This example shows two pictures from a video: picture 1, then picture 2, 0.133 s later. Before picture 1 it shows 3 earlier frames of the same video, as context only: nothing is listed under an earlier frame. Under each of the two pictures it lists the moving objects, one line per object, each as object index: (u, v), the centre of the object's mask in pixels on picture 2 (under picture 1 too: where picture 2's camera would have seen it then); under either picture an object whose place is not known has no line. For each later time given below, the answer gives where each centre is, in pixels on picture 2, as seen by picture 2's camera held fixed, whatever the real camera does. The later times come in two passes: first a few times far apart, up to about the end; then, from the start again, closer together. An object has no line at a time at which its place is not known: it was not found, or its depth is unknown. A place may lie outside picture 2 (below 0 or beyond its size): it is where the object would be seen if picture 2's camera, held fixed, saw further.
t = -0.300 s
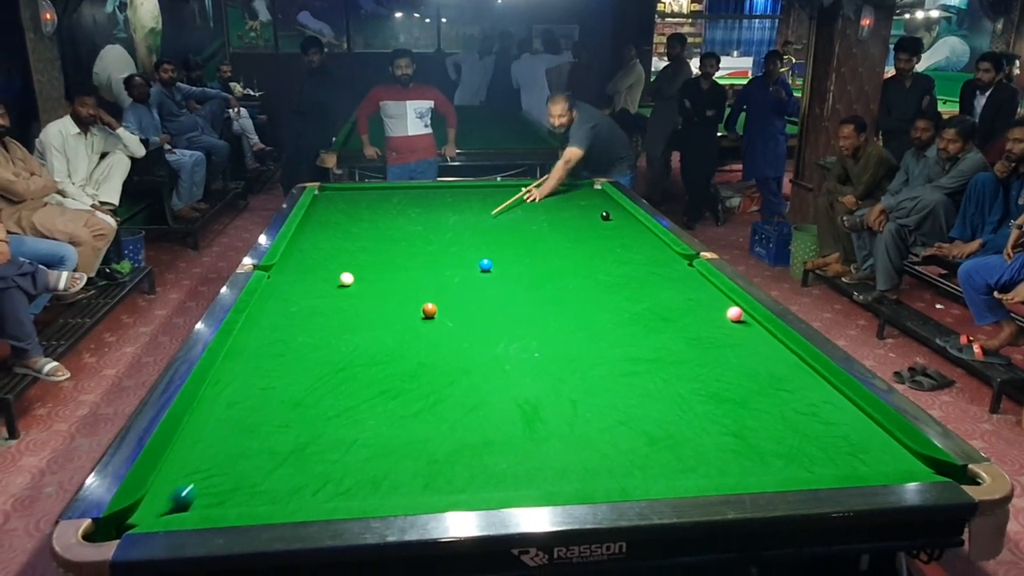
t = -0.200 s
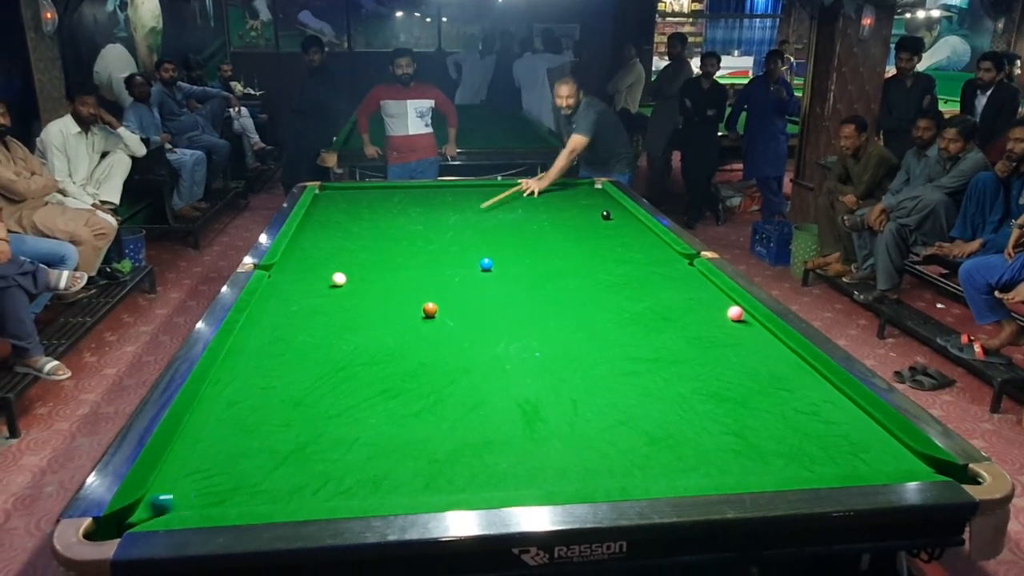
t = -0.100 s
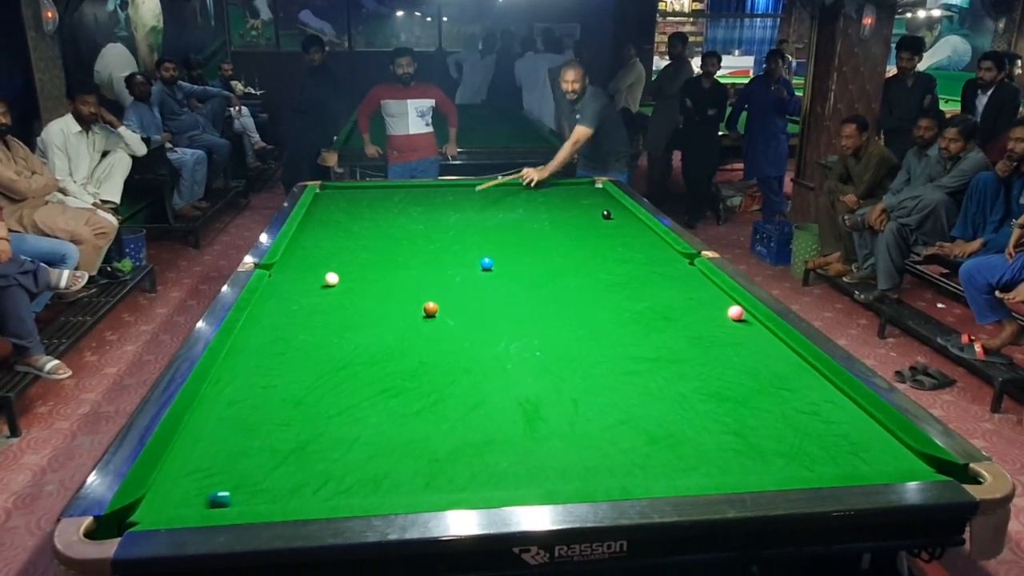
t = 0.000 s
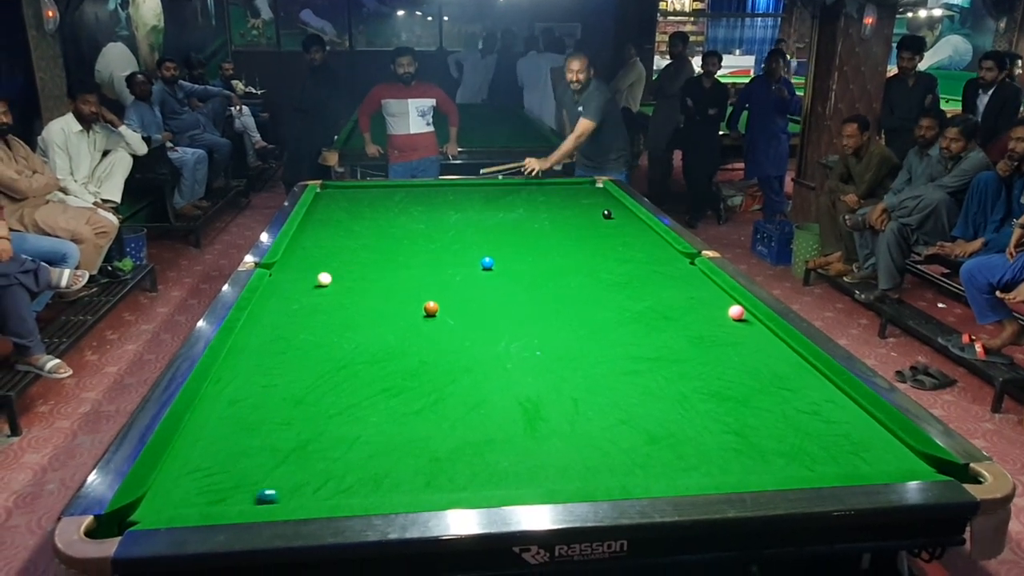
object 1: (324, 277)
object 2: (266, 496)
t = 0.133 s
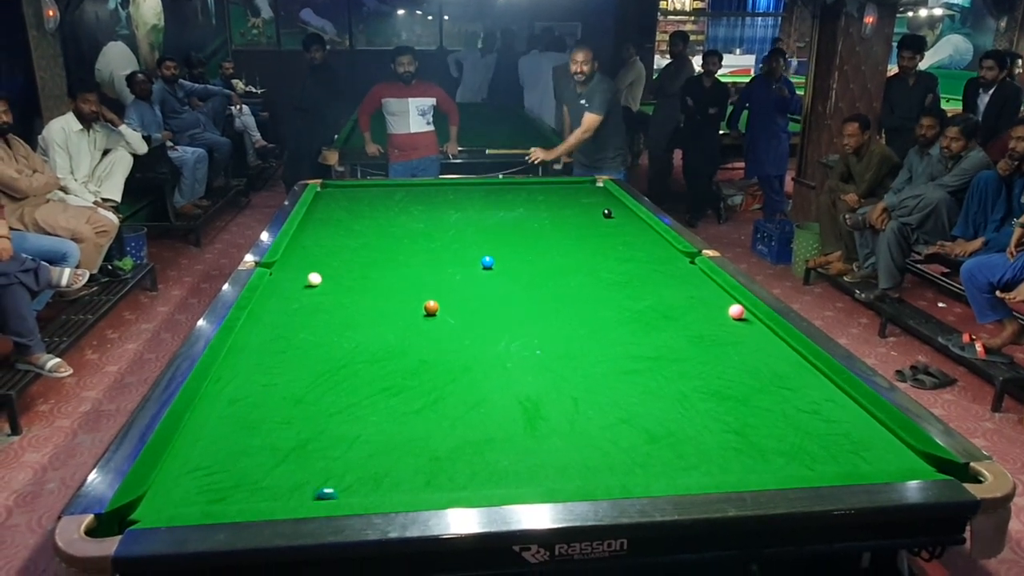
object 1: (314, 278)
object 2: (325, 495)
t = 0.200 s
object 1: (309, 279)
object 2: (353, 493)
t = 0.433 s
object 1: (293, 280)
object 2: (447, 486)
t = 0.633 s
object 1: (280, 281)
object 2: (522, 480)
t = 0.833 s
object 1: (275, 282)
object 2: (594, 475)
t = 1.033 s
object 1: (281, 282)
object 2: (662, 471)
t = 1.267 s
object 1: (287, 283)
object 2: (736, 465)
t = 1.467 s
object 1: (292, 283)
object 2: (797, 461)
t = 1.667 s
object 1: (296, 283)
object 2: (855, 456)
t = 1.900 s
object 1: (299, 283)
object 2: (900, 453)
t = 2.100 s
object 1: (301, 283)
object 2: (870, 457)
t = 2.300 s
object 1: (302, 283)
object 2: (842, 461)
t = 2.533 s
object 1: (303, 284)
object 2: (810, 464)
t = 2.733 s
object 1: (302, 283)
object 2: (783, 467)
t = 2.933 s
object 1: (302, 283)
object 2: (757, 470)
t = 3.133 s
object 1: (302, 283)
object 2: (733, 471)
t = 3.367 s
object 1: (302, 283)
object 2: (706, 472)
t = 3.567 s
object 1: (302, 283)
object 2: (685, 472)
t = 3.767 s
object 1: (302, 283)
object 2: (665, 473)
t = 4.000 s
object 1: (302, 283)
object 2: (644, 473)
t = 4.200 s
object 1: (302, 284)
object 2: (628, 474)
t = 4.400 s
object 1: (302, 284)
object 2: (613, 474)
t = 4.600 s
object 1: (302, 284)
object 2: (600, 475)
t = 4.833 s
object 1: (302, 284)
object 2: (587, 476)
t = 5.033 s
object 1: (302, 283)
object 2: (577, 477)
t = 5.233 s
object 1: (302, 284)
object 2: (569, 477)
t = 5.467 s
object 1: (302, 284)
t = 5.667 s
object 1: (302, 284)
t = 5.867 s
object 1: (302, 283)
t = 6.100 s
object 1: (302, 283)
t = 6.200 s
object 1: (302, 284)
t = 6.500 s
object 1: (302, 284)
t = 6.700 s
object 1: (302, 284)
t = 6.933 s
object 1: (302, 283)
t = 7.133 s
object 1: (302, 283)
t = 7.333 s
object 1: (302, 283)
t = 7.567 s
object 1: (302, 284)
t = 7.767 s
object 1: (302, 284)
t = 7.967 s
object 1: (302, 284)
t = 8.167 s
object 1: (302, 284)
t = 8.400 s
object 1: (302, 284)
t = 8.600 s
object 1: (302, 284)
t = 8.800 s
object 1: (302, 283)
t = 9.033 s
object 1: (302, 284)
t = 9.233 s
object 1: (302, 284)
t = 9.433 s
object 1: (302, 284)
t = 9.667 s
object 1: (302, 284)
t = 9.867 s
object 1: (302, 283)
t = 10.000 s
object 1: (302, 284)
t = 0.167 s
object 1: (312, 279)
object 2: (339, 494)
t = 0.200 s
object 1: (309, 279)
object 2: (353, 493)
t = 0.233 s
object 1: (307, 279)
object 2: (367, 492)
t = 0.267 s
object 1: (305, 279)
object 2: (381, 491)
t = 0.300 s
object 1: (302, 279)
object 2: (395, 490)
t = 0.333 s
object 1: (300, 280)
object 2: (408, 489)
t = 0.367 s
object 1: (298, 280)
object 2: (420, 488)
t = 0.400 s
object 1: (295, 280)
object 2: (434, 487)
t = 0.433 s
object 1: (293, 280)
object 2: (447, 486)
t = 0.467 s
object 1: (291, 280)
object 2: (460, 485)
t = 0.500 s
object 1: (288, 281)
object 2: (472, 484)
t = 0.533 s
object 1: (286, 281)
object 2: (485, 483)
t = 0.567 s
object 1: (284, 281)
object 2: (498, 482)
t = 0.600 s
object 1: (282, 281)
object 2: (510, 481)
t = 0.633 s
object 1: (280, 281)
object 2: (522, 480)
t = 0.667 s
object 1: (278, 282)
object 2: (534, 480)
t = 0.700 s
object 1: (276, 282)
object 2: (546, 479)
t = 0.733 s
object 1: (274, 282)
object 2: (558, 478)
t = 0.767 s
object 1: (272, 282)
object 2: (570, 477)
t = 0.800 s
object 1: (274, 282)
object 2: (583, 476)
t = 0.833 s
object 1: (275, 282)
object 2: (594, 475)
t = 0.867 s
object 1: (276, 282)
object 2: (605, 475)
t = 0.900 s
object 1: (277, 282)
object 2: (617, 474)
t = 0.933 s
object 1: (278, 282)
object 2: (628, 473)
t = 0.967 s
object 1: (279, 283)
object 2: (639, 472)
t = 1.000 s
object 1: (280, 282)
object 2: (650, 471)
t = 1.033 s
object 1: (281, 282)
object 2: (662, 471)
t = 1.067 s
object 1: (282, 283)
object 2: (672, 470)
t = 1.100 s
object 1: (283, 283)
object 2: (683, 469)
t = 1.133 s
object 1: (284, 283)
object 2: (694, 468)
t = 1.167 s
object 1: (285, 283)
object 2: (705, 467)
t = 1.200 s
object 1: (286, 283)
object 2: (716, 467)
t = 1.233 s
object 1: (287, 283)
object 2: (725, 466)
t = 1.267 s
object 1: (287, 283)
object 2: (736, 465)
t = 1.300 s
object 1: (288, 283)
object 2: (746, 464)
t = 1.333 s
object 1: (289, 283)
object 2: (757, 463)
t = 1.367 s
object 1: (290, 283)
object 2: (766, 463)
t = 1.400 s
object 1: (291, 283)
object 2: (777, 462)
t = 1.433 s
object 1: (291, 283)
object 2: (787, 461)
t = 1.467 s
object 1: (292, 283)
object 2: (797, 461)
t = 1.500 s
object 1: (293, 283)
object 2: (806, 460)
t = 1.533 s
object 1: (293, 283)
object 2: (816, 459)
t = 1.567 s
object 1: (294, 283)
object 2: (826, 458)
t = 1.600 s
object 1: (295, 283)
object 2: (836, 458)
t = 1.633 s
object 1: (295, 283)
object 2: (846, 457)
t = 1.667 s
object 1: (296, 283)
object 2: (855, 456)
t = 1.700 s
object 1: (296, 283)
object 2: (864, 456)
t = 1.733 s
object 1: (297, 283)
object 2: (873, 455)
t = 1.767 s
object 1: (297, 283)
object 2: (882, 454)
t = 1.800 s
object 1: (298, 283)
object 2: (892, 453)
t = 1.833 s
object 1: (298, 283)
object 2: (900, 452)
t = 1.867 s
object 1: (298, 283)
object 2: (907, 452)
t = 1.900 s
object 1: (299, 283)
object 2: (900, 453)
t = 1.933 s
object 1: (299, 283)
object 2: (895, 454)
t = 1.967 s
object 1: (300, 283)
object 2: (890, 455)
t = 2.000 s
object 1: (300, 283)
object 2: (885, 455)
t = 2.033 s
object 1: (300, 283)
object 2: (880, 456)
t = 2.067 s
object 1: (301, 283)
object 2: (875, 457)
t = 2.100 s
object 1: (301, 283)
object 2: (870, 457)
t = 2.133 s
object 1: (301, 283)
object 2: (866, 458)
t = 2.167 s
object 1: (302, 283)
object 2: (861, 458)
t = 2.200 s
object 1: (302, 283)
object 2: (856, 459)
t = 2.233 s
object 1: (302, 284)
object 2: (851, 460)
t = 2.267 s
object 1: (302, 283)
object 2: (847, 460)
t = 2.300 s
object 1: (302, 283)
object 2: (842, 461)
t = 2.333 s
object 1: (302, 283)
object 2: (838, 461)
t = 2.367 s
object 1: (303, 283)
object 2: (833, 462)
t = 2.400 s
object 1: (303, 283)
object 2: (828, 463)
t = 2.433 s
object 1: (303, 283)
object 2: (824, 463)
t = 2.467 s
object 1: (303, 283)
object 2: (819, 464)
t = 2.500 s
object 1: (303, 283)
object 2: (815, 464)
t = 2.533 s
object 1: (303, 284)
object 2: (810, 464)
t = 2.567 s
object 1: (303, 283)
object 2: (805, 465)
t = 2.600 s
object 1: (302, 283)
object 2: (801, 465)
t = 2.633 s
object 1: (302, 283)
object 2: (797, 466)
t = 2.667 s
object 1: (302, 283)
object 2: (792, 466)
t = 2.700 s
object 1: (302, 283)
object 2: (788, 466)
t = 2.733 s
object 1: (302, 283)
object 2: (783, 467)
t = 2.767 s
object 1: (302, 283)
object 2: (779, 468)
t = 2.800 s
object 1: (302, 283)
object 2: (774, 468)
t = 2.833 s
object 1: (302, 283)
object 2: (770, 469)
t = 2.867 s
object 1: (302, 283)
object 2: (766, 469)
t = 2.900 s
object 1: (302, 283)
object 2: (762, 470)
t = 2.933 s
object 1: (302, 283)
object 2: (757, 470)
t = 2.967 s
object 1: (302, 283)
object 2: (753, 470)
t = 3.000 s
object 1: (302, 283)
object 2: (749, 470)
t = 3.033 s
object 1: (302, 283)
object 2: (745, 470)
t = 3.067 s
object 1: (302, 283)
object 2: (740, 470)
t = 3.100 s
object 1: (302, 283)
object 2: (737, 471)
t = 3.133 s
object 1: (302, 283)
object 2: (733, 471)
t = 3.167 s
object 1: (302, 283)
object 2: (728, 471)
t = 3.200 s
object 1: (302, 283)
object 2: (725, 471)
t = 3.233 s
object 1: (302, 283)
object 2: (721, 471)
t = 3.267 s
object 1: (302, 283)
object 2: (717, 471)
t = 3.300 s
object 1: (302, 283)
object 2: (713, 472)
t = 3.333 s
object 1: (302, 283)
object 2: (709, 472)
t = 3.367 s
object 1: (302, 283)
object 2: (706, 472)
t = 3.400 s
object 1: (302, 283)
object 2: (702, 472)
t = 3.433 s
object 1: (302, 283)
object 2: (699, 472)
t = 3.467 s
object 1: (302, 283)
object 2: (695, 472)
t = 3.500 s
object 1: (302, 283)
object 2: (691, 472)
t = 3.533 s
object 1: (302, 283)
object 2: (688, 472)
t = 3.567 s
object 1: (302, 283)
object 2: (685, 472)
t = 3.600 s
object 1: (302, 283)
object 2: (681, 472)
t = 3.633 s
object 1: (302, 283)
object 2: (678, 473)
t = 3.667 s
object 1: (302, 283)
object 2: (675, 473)
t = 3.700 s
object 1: (302, 283)
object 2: (672, 473)
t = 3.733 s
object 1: (302, 283)
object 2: (668, 473)
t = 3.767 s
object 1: (302, 283)
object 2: (665, 473)
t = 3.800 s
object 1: (302, 283)
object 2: (662, 473)
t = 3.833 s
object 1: (302, 283)
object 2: (659, 473)
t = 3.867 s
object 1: (302, 283)
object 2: (656, 473)
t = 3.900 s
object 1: (302, 284)
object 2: (653, 473)
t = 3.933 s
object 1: (302, 283)
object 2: (650, 473)
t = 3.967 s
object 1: (302, 283)
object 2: (647, 473)
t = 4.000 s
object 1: (302, 283)
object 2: (644, 473)
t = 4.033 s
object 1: (302, 283)
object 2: (641, 473)
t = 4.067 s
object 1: (302, 284)
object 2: (638, 473)
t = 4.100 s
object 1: (302, 283)
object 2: (636, 473)
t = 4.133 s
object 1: (302, 283)
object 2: (633, 474)
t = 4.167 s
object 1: (302, 284)
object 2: (631, 474)
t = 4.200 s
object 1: (302, 284)
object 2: (628, 474)
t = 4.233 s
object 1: (302, 283)
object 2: (625, 474)
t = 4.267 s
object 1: (302, 284)
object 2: (623, 474)
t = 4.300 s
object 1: (302, 283)
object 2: (620, 474)
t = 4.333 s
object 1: (302, 283)
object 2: (618, 474)
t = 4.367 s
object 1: (302, 284)
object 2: (615, 474)
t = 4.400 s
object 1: (302, 284)
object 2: (613, 474)
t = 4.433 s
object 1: (302, 283)
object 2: (610, 474)
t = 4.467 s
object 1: (302, 283)
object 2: (609, 475)
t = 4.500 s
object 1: (302, 283)
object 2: (606, 475)
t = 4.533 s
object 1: (302, 283)
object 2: (604, 475)
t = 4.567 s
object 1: (302, 283)
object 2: (602, 475)
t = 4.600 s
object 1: (302, 284)
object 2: (600, 475)
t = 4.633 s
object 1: (302, 284)
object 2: (598, 475)
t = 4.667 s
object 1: (302, 284)
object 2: (596, 475)
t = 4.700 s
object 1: (302, 283)
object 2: (594, 475)
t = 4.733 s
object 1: (302, 284)
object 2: (592, 475)
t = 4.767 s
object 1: (302, 284)
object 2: (590, 476)
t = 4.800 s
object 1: (302, 284)
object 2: (589, 476)
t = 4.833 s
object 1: (302, 284)
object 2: (587, 476)
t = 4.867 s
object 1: (302, 284)
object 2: (585, 476)
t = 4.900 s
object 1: (302, 283)
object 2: (583, 476)
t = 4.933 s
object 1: (302, 284)
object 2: (582, 476)
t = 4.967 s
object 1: (302, 283)
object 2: (580, 476)
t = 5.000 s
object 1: (302, 284)
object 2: (579, 477)
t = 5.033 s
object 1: (302, 283)
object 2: (577, 477)
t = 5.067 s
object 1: (302, 284)
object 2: (576, 477)
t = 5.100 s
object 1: (302, 284)
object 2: (574, 477)
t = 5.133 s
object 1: (302, 283)
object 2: (573, 477)
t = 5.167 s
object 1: (302, 284)
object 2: (572, 477)
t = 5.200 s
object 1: (302, 284)
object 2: (570, 477)
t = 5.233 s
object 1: (302, 284)
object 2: (569, 477)
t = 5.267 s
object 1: (302, 284)
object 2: (568, 477)
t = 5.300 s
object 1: (302, 284)
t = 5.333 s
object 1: (302, 284)
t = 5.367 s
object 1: (302, 284)
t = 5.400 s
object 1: (302, 284)
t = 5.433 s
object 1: (302, 284)
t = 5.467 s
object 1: (302, 284)
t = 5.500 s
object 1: (302, 283)
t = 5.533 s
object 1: (302, 284)
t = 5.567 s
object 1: (302, 283)
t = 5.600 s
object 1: (302, 283)
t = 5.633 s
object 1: (302, 284)
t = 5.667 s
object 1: (302, 284)
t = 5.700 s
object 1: (302, 284)
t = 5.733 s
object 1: (302, 284)
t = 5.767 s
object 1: (302, 283)
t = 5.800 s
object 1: (302, 283)
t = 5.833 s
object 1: (302, 284)
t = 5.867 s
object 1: (302, 283)
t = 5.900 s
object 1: (302, 283)
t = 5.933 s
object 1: (302, 283)
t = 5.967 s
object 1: (302, 284)
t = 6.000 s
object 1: (302, 284)
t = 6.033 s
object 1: (302, 283)
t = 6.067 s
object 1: (302, 283)
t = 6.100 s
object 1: (302, 283)
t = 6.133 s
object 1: (302, 283)
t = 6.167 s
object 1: (302, 283)
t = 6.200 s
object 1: (302, 284)
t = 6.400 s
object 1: (302, 284)
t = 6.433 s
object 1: (302, 284)
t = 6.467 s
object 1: (302, 283)
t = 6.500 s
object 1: (302, 284)
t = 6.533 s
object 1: (302, 284)
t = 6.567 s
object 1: (302, 284)
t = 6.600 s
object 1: (302, 284)
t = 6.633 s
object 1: (302, 284)
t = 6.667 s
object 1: (302, 284)
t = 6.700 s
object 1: (302, 284)
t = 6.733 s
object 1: (302, 284)
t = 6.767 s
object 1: (302, 284)
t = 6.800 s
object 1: (302, 283)
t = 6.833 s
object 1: (302, 283)
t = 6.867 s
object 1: (302, 284)
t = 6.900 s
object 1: (302, 283)
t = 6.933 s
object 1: (302, 283)
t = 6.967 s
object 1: (302, 283)
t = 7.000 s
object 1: (302, 284)
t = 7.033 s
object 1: (302, 284)
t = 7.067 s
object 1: (302, 284)
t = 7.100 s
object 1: (302, 284)
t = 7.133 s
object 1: (302, 283)
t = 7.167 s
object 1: (302, 284)
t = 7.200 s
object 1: (302, 284)
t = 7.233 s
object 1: (302, 284)
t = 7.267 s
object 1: (302, 283)
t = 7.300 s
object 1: (302, 283)
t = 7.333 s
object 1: (302, 283)
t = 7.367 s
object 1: (302, 284)
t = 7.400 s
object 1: (302, 284)
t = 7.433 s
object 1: (302, 284)
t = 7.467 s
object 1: (302, 284)
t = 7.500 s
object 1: (302, 284)
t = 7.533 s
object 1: (302, 284)
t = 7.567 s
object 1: (302, 284)
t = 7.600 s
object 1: (302, 284)
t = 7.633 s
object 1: (302, 284)
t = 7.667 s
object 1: (302, 284)
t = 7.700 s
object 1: (302, 284)
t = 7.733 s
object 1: (302, 284)
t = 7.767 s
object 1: (302, 284)
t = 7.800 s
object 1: (302, 283)
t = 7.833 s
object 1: (302, 284)
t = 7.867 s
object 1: (302, 284)
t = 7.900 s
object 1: (302, 284)
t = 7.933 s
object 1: (302, 284)
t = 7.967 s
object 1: (302, 284)
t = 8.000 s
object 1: (302, 284)
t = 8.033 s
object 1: (302, 284)
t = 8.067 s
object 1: (302, 284)
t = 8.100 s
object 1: (302, 283)
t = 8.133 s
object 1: (302, 284)
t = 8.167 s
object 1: (302, 284)
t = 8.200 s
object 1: (302, 284)
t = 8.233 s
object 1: (302, 284)
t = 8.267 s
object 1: (302, 284)
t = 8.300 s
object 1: (302, 284)
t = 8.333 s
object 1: (302, 283)
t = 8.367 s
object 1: (302, 283)
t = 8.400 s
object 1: (302, 284)
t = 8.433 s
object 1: (302, 284)
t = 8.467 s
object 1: (302, 284)
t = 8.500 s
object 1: (302, 284)
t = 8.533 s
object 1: (302, 284)
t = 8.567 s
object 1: (302, 284)
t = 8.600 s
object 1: (302, 284)
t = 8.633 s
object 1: (302, 284)
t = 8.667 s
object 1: (302, 284)
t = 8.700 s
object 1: (302, 284)
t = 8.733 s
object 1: (302, 284)
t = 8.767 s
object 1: (302, 284)
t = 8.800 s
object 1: (302, 283)
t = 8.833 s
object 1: (302, 284)
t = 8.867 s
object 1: (302, 284)
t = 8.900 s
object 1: (302, 284)
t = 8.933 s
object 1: (302, 284)
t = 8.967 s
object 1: (302, 284)
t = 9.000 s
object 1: (302, 284)
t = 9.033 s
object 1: (302, 284)
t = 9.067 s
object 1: (302, 283)
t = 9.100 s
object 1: (302, 284)
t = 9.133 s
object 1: (302, 284)
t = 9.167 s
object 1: (302, 284)
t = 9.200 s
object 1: (302, 283)
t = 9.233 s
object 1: (302, 284)
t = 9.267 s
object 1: (302, 284)
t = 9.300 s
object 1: (302, 284)
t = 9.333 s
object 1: (302, 284)
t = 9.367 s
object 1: (302, 284)
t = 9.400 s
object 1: (302, 283)
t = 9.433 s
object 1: (302, 284)
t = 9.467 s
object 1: (302, 284)
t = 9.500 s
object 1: (302, 284)
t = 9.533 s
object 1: (302, 284)
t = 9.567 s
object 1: (302, 284)
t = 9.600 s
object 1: (302, 284)
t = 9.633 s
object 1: (302, 283)
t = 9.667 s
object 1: (302, 284)
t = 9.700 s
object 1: (302, 283)
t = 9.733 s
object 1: (302, 283)
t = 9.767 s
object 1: (302, 284)
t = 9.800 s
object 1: (302, 283)
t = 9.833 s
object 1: (302, 283)
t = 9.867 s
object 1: (302, 283)
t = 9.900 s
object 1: (302, 283)
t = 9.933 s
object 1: (302, 284)
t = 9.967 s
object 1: (302, 283)
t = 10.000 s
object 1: (302, 284)
